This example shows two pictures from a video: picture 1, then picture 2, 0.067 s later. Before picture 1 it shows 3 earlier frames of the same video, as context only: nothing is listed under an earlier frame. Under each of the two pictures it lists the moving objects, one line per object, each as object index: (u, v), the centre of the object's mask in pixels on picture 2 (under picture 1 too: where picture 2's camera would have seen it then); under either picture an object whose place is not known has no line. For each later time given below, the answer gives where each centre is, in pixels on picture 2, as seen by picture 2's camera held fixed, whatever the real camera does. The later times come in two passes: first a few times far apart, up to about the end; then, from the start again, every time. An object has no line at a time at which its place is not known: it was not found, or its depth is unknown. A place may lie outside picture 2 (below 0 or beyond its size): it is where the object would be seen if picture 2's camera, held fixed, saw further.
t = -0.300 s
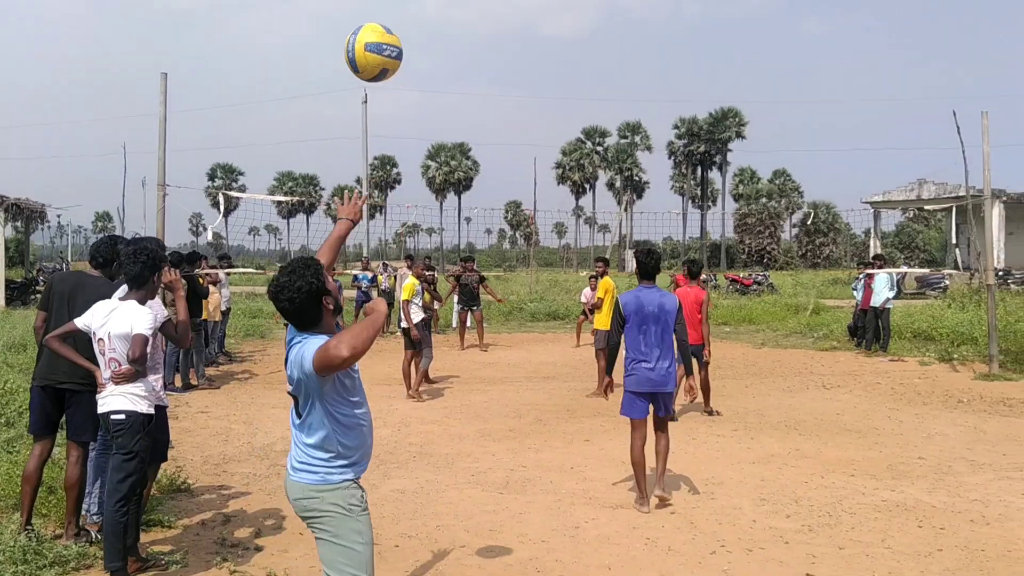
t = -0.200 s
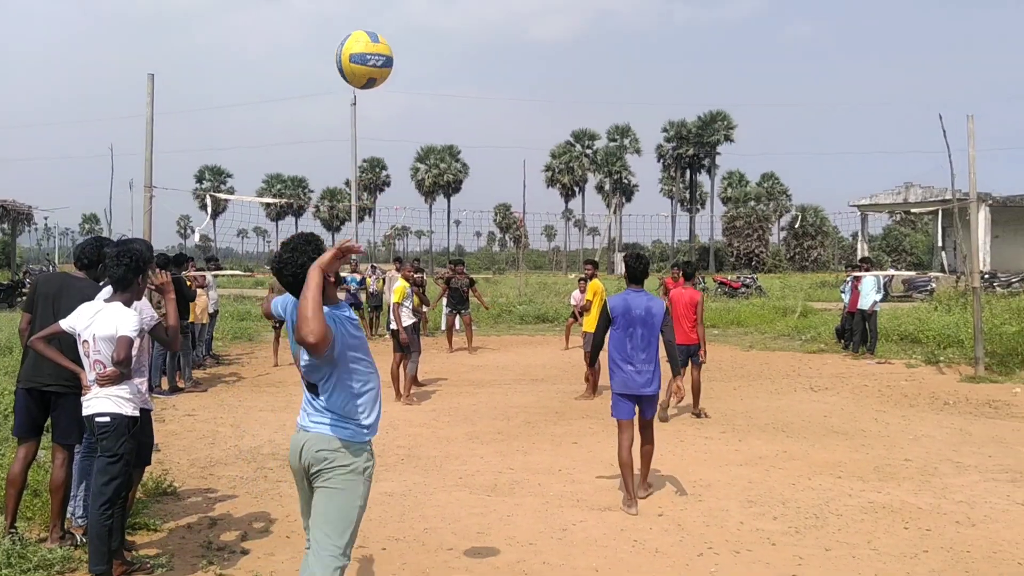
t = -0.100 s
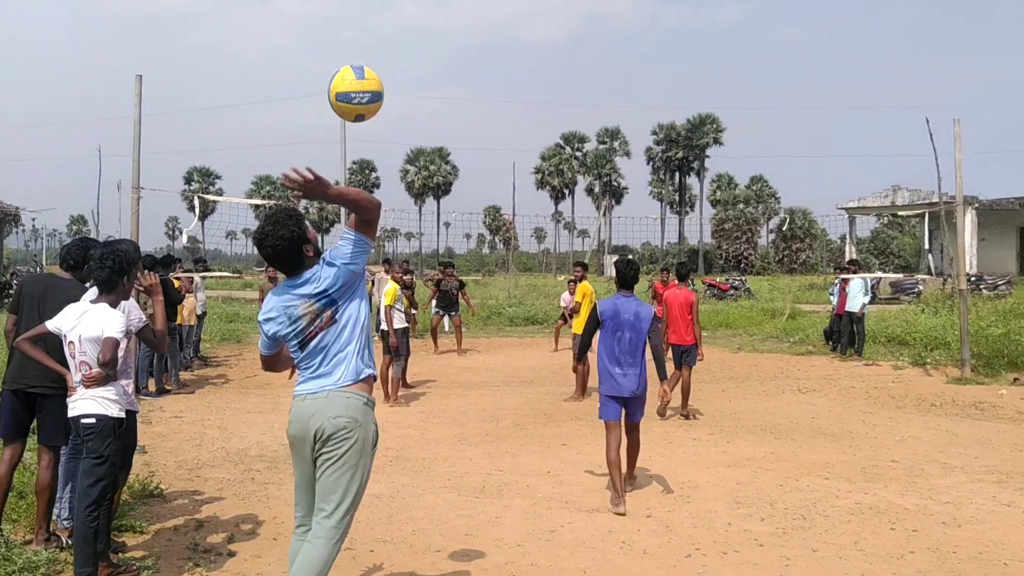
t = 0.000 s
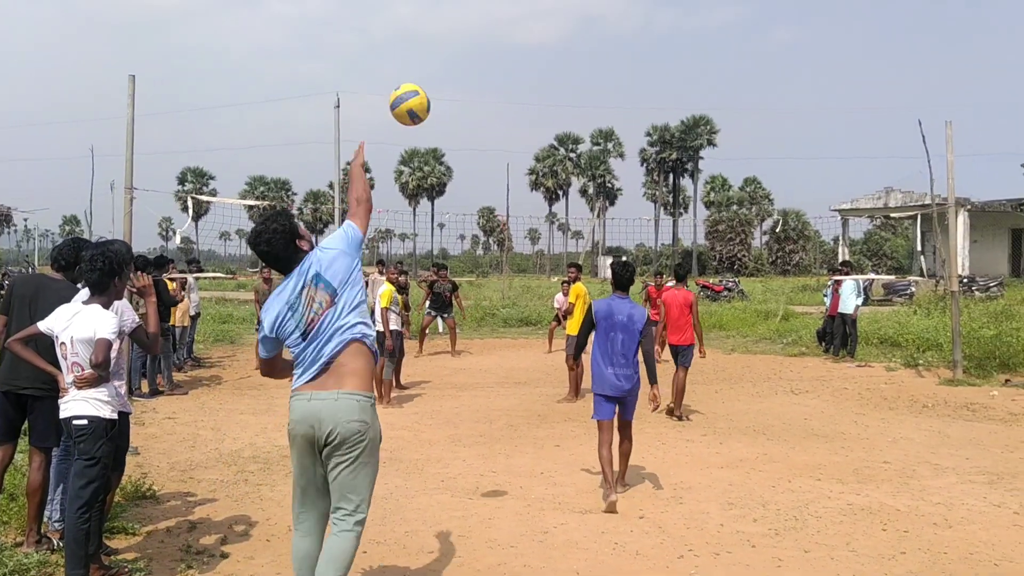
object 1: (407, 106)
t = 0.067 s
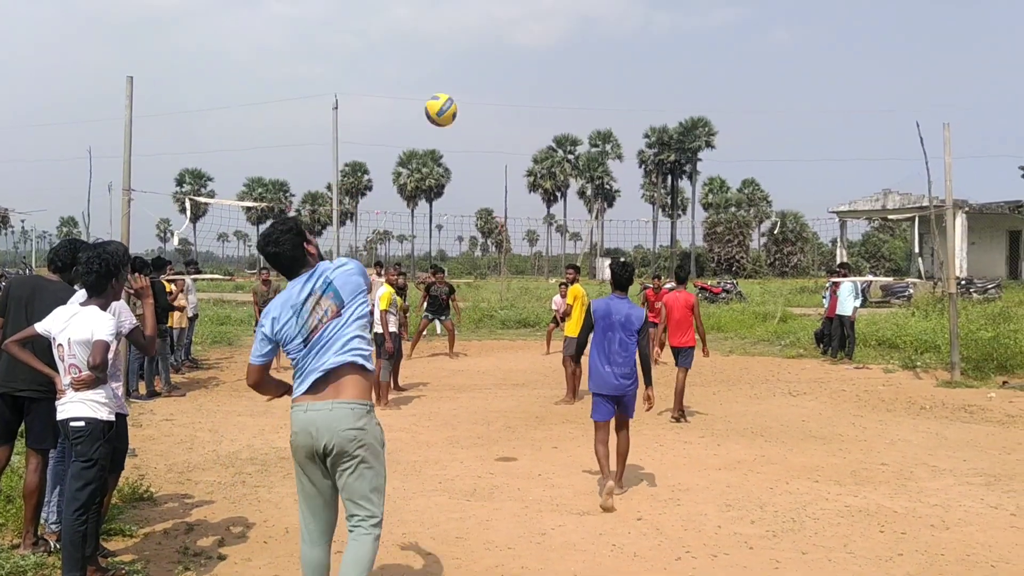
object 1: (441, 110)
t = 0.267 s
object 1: (483, 157)
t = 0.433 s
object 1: (496, 208)
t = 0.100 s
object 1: (452, 115)
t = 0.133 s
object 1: (460, 122)
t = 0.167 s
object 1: (467, 130)
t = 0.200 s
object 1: (473, 139)
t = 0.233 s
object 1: (478, 148)
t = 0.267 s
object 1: (483, 157)
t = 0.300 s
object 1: (486, 166)
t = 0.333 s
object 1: (490, 176)
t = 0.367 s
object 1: (492, 186)
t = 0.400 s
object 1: (495, 197)
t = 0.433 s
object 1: (496, 208)
